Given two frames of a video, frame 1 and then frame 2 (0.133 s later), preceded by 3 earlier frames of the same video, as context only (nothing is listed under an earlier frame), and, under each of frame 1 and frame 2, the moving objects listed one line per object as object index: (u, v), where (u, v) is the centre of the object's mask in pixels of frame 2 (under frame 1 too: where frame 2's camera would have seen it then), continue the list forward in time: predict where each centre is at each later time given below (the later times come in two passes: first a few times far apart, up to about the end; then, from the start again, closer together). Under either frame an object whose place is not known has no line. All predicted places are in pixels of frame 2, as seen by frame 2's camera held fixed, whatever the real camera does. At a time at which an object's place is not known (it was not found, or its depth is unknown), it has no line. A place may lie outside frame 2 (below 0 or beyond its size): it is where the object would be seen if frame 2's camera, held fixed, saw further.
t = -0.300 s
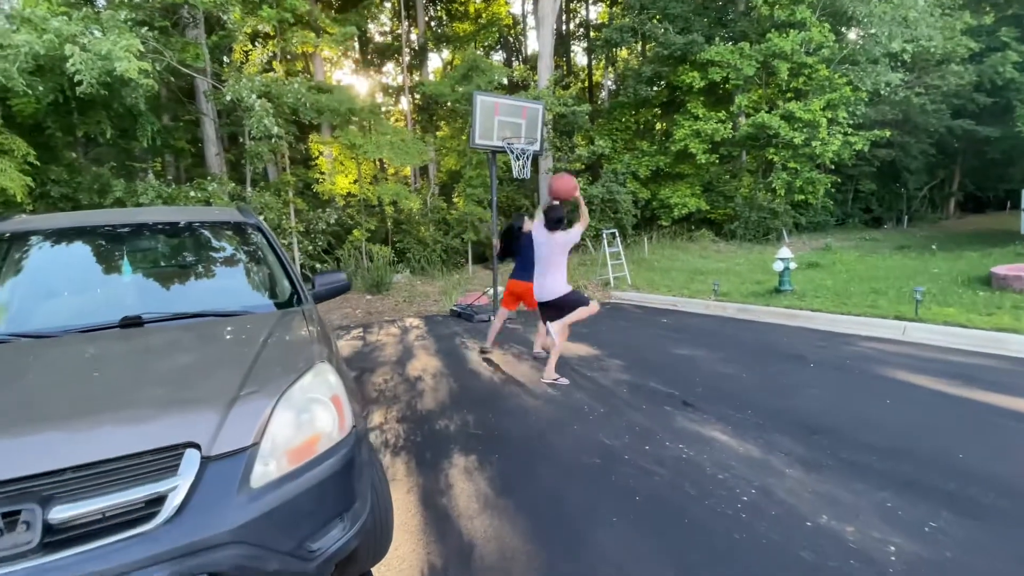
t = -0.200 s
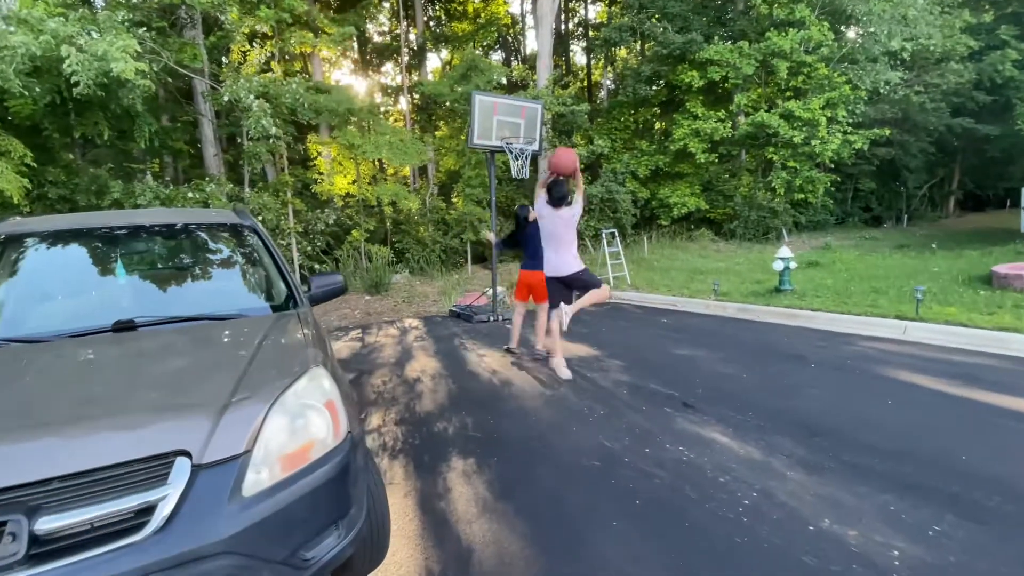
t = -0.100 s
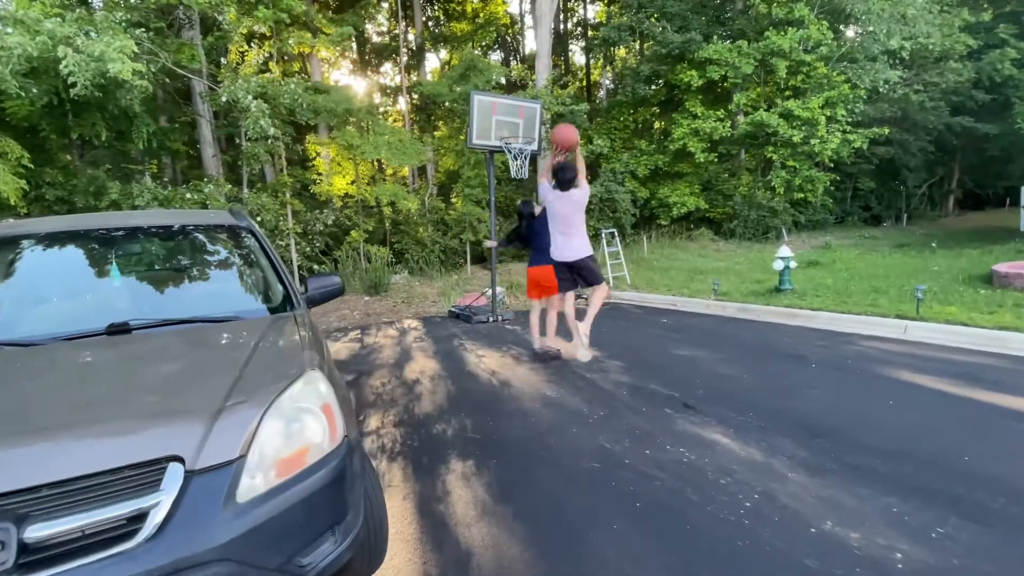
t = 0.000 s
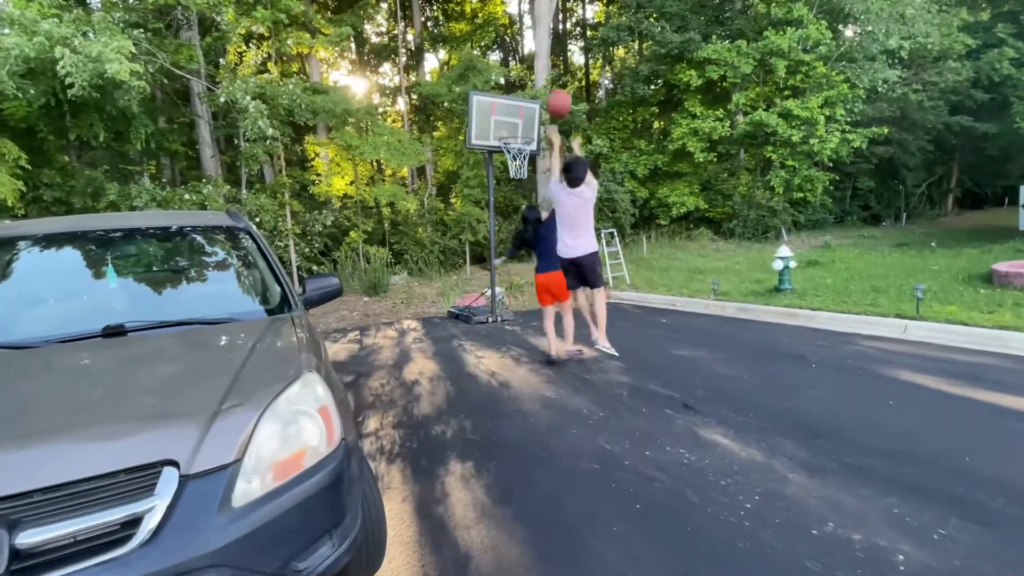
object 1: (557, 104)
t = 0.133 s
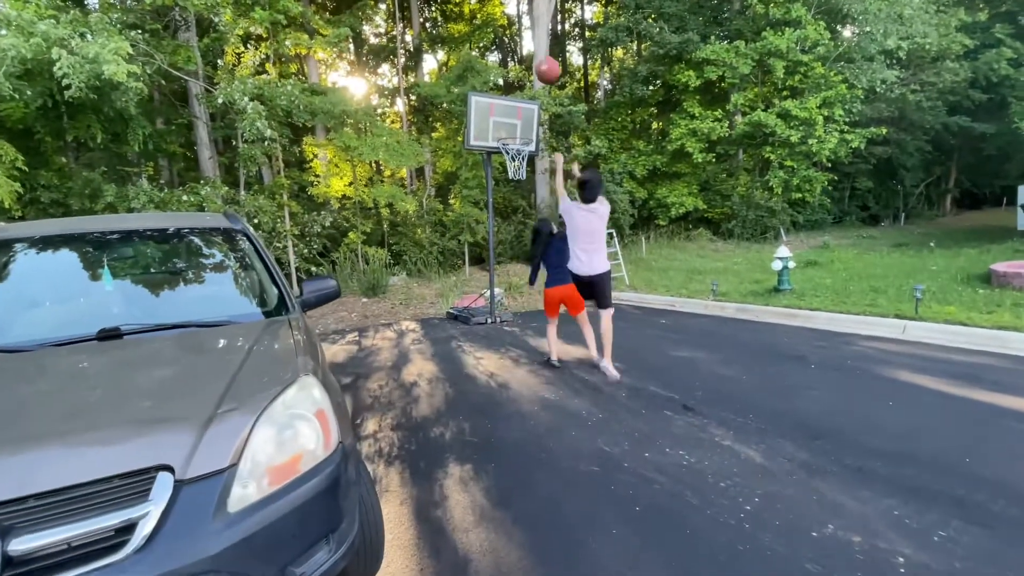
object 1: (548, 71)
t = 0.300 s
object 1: (538, 61)
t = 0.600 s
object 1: (531, 99)
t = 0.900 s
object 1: (514, 134)
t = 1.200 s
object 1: (514, 147)
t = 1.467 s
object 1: (525, 180)
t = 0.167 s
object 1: (546, 66)
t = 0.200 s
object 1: (544, 62)
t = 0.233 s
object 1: (542, 61)
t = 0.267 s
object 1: (540, 60)
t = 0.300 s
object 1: (538, 61)
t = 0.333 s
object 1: (538, 61)
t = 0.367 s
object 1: (536, 63)
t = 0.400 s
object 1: (536, 64)
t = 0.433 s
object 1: (535, 69)
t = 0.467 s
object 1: (534, 74)
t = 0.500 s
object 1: (533, 80)
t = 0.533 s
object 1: (532, 86)
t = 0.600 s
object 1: (531, 99)
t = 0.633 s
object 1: (530, 108)
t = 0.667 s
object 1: (529, 118)
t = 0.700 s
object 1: (529, 126)
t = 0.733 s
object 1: (528, 133)
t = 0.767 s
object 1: (527, 134)
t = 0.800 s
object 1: (525, 135)
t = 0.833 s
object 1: (520, 135)
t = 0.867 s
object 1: (517, 134)
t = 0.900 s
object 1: (514, 134)
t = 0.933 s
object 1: (513, 132)
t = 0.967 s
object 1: (511, 131)
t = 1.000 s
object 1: (511, 131)
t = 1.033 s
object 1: (511, 132)
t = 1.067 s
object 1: (511, 134)
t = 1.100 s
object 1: (511, 134)
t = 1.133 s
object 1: (511, 136)
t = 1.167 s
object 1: (511, 139)
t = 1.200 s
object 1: (514, 147)
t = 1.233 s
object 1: (515, 150)
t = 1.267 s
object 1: (517, 154)
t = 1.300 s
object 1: (519, 159)
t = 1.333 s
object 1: (520, 162)
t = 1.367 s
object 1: (522, 166)
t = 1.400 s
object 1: (523, 170)
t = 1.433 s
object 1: (523, 174)
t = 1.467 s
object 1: (525, 180)
